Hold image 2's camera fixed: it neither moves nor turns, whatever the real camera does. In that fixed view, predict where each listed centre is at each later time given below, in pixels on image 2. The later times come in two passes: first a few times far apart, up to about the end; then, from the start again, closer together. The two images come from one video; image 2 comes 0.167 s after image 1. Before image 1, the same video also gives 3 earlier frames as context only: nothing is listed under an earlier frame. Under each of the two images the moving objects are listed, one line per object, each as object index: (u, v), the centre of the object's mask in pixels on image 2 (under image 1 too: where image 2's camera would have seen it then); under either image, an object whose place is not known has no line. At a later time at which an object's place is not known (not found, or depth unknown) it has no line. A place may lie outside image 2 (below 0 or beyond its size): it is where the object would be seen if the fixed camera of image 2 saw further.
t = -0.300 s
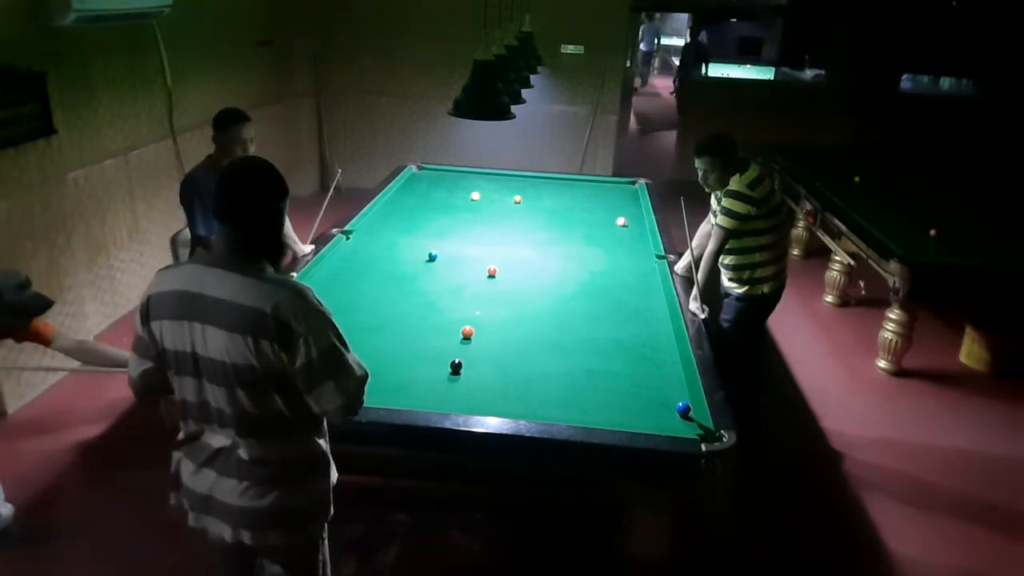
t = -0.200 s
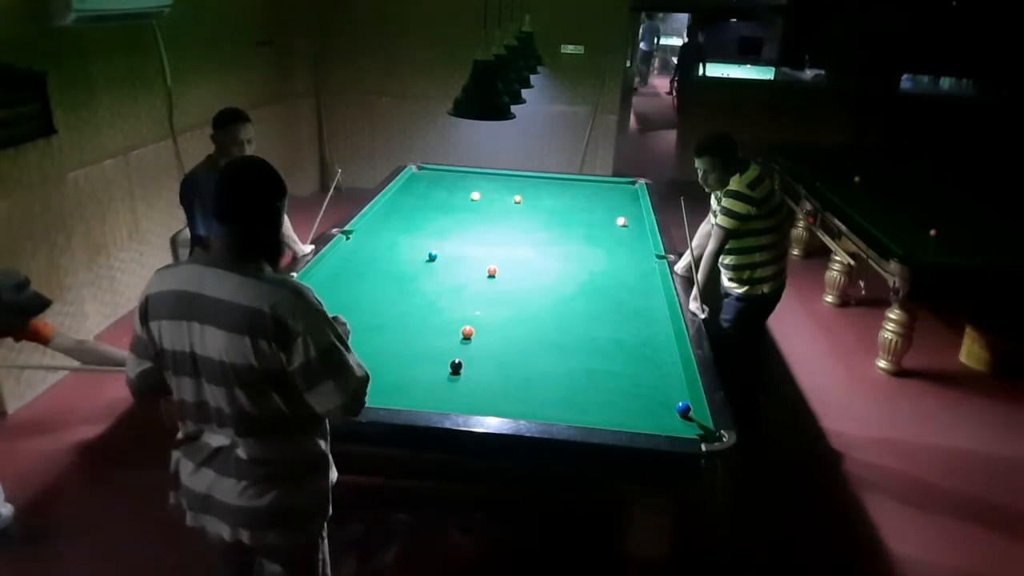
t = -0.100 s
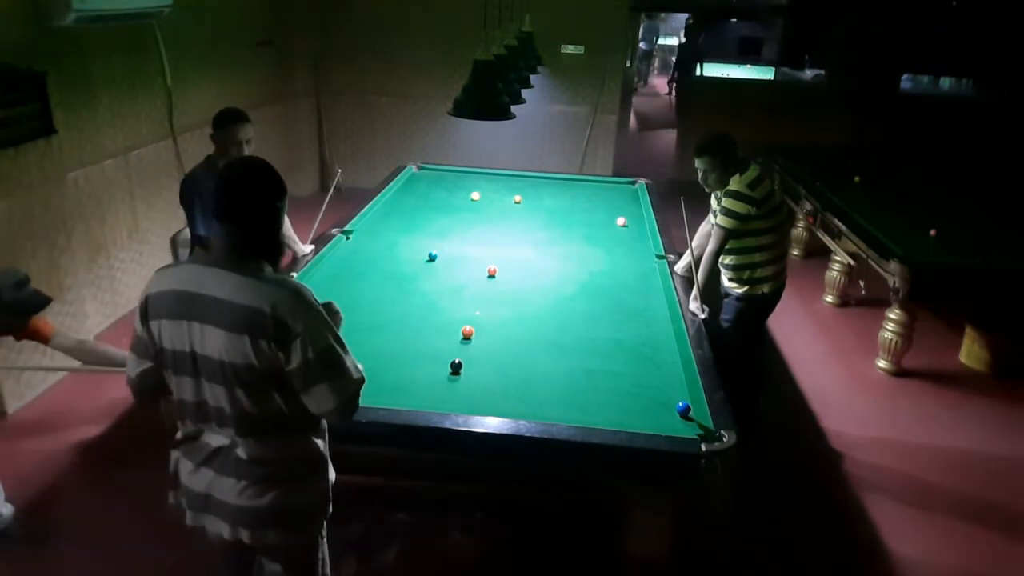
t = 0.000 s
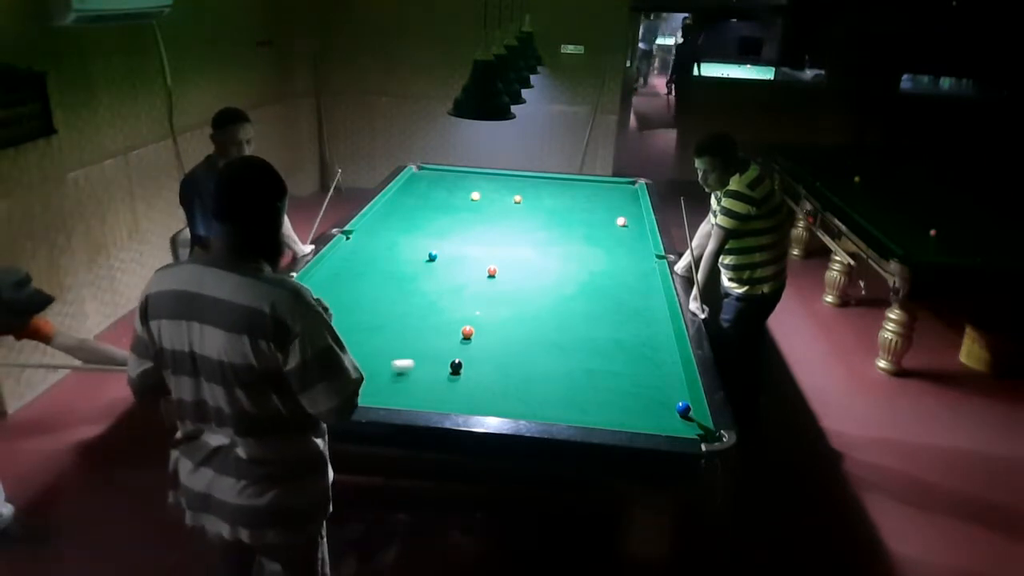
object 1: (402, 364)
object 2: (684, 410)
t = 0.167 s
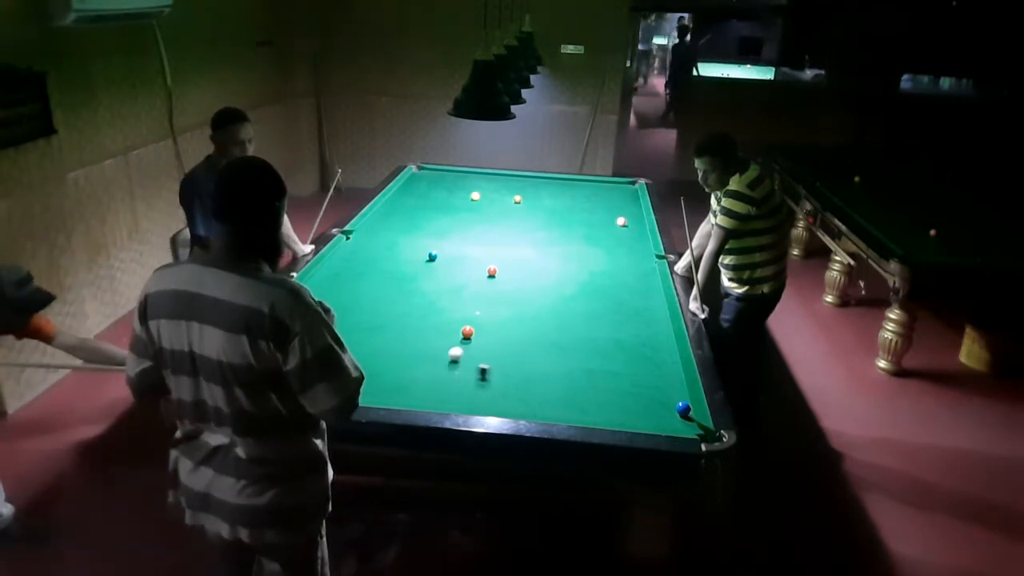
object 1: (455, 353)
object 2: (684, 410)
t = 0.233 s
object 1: (466, 347)
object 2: (684, 410)
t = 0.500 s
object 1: (513, 327)
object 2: (684, 410)
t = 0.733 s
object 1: (548, 311)
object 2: (684, 409)
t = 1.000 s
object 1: (584, 296)
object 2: (677, 405)
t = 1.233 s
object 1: (611, 284)
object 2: (664, 399)
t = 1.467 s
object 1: (636, 274)
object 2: (653, 393)
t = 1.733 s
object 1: (643, 263)
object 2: (643, 388)
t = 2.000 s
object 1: (625, 254)
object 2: (635, 384)
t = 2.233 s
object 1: (612, 247)
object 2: (629, 381)
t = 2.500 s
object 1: (599, 239)
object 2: (625, 379)
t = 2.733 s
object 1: (587, 233)
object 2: (622, 378)
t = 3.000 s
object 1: (577, 227)
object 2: (621, 378)
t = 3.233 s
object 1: (568, 223)
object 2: (621, 378)
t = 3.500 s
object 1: (559, 217)
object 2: (621, 378)
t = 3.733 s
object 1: (553, 214)
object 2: (621, 378)
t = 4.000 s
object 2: (621, 378)
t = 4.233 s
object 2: (621, 378)
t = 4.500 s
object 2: (621, 378)
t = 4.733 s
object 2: (621, 378)
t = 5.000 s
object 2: (621, 378)
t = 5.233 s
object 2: (621, 378)
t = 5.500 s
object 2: (621, 378)
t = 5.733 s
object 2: (621, 378)
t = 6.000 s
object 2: (621, 378)
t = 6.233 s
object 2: (621, 378)
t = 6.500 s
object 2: (621, 378)
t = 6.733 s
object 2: (621, 378)
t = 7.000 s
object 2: (621, 378)
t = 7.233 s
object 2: (621, 378)
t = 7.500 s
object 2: (621, 378)
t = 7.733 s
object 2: (621, 378)
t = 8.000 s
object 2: (621, 378)
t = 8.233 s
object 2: (621, 378)
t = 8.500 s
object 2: (621, 378)
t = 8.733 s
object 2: (621, 378)
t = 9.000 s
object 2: (621, 378)
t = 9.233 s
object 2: (621, 378)
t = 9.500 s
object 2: (621, 378)
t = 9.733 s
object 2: (621, 378)
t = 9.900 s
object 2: (621, 378)
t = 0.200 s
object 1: (460, 350)
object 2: (684, 410)
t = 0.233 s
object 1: (466, 347)
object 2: (684, 410)
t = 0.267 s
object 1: (473, 345)
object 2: (684, 410)
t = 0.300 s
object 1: (479, 342)
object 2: (684, 409)
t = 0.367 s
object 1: (491, 337)
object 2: (684, 410)
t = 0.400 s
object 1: (496, 334)
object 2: (684, 409)
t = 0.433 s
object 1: (502, 331)
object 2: (684, 410)
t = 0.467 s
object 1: (507, 329)
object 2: (684, 409)
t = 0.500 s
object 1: (513, 327)
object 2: (684, 410)
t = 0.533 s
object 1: (518, 324)
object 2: (684, 409)
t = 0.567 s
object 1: (523, 322)
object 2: (684, 409)
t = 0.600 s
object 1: (529, 320)
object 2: (684, 410)
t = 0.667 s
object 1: (539, 316)
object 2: (684, 409)
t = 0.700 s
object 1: (544, 313)
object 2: (684, 410)
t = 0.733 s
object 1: (548, 311)
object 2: (684, 409)
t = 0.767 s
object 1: (553, 309)
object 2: (684, 410)
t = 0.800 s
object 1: (558, 307)
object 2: (684, 410)
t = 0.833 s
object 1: (562, 305)
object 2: (684, 409)
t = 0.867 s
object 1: (567, 303)
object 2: (684, 409)
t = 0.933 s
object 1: (575, 300)
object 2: (682, 408)
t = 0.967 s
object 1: (580, 298)
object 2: (680, 407)
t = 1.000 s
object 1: (584, 296)
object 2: (677, 405)
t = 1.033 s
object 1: (588, 294)
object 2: (675, 404)
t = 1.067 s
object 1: (592, 292)
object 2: (673, 404)
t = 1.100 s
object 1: (596, 291)
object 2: (671, 403)
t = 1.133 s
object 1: (600, 289)
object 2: (670, 401)
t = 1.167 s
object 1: (604, 287)
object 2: (668, 401)
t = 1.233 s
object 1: (611, 284)
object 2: (664, 399)
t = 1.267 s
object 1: (615, 283)
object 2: (662, 398)
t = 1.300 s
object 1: (619, 281)
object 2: (661, 397)
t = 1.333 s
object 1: (622, 279)
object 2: (659, 396)
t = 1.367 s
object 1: (626, 278)
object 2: (658, 396)
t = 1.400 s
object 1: (630, 277)
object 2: (656, 395)
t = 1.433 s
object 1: (633, 275)
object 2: (654, 394)
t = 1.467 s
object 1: (636, 274)
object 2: (653, 393)
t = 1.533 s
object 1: (643, 271)
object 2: (650, 392)
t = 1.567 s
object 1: (646, 270)
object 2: (649, 391)
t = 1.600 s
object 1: (649, 268)
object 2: (648, 390)
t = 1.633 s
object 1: (651, 267)
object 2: (647, 390)
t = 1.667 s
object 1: (648, 266)
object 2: (645, 389)
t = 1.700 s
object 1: (646, 265)
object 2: (644, 388)
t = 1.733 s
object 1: (643, 263)
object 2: (643, 388)
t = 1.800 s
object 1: (639, 261)
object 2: (641, 387)
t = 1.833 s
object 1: (636, 260)
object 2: (640, 386)
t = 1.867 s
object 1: (634, 258)
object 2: (639, 386)
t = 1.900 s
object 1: (632, 257)
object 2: (638, 385)
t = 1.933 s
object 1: (630, 256)
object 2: (637, 385)
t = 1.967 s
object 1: (628, 255)
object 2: (636, 384)
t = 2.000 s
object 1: (625, 254)
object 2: (635, 384)
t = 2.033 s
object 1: (624, 253)
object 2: (634, 383)
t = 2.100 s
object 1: (620, 251)
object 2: (632, 382)
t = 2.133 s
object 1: (618, 250)
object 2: (631, 382)
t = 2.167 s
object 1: (615, 249)
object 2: (631, 382)
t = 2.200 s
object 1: (614, 248)
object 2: (630, 381)
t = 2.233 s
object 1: (612, 247)
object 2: (629, 381)
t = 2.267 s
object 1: (610, 246)
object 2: (629, 381)
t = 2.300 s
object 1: (608, 245)
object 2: (628, 380)
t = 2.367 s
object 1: (605, 243)
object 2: (627, 380)
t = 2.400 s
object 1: (603, 242)
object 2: (626, 380)
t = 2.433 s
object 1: (602, 241)
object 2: (626, 380)
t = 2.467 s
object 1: (600, 240)
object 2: (625, 379)
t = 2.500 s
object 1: (599, 239)
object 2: (625, 379)
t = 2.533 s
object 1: (597, 238)
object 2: (624, 379)
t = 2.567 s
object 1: (595, 237)
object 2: (624, 379)
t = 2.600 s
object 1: (594, 237)
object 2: (623, 379)
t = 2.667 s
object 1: (590, 235)
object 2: (622, 378)
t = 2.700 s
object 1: (589, 234)
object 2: (622, 378)
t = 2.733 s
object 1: (587, 233)
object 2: (622, 378)
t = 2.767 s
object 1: (586, 233)
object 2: (622, 378)
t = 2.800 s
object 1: (585, 232)
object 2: (622, 378)
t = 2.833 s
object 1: (583, 231)
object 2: (621, 378)
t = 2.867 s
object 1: (582, 230)
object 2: (621, 378)
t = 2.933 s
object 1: (579, 229)
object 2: (621, 378)
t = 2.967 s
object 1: (578, 228)
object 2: (621, 378)
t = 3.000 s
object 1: (577, 227)
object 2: (621, 378)
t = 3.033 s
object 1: (575, 227)
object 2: (621, 378)
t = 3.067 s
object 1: (574, 226)
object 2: (621, 378)
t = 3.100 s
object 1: (573, 225)
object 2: (621, 378)
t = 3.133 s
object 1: (572, 224)
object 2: (621, 378)
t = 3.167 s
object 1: (570, 224)
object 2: (621, 378)
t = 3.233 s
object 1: (568, 223)
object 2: (621, 378)
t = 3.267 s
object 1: (567, 222)
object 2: (621, 378)
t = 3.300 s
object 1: (566, 221)
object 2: (621, 378)
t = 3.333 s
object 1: (565, 220)
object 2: (621, 378)
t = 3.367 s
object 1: (563, 220)
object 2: (621, 378)
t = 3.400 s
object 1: (563, 219)
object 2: (621, 378)
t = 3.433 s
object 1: (562, 219)
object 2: (621, 378)
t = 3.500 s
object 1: (559, 217)
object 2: (621, 378)
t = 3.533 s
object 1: (558, 217)
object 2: (621, 378)
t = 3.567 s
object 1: (557, 216)
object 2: (621, 378)
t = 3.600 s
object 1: (557, 216)
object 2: (621, 378)
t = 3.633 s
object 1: (556, 215)
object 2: (621, 378)
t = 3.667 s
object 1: (555, 215)
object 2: (621, 378)
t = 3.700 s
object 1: (554, 214)
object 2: (621, 378)
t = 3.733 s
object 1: (553, 214)
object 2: (621, 378)
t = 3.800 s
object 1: (551, 212)
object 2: (621, 378)
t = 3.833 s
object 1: (550, 212)
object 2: (621, 378)
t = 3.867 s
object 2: (621, 378)
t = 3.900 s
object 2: (621, 378)
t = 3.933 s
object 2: (621, 378)
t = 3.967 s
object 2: (621, 378)
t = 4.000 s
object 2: (621, 378)
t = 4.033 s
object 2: (621, 378)
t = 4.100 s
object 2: (621, 378)
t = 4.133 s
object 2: (621, 378)
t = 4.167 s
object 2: (621, 378)
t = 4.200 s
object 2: (621, 378)
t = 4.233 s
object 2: (621, 378)
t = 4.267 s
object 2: (621, 378)
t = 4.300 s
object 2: (621, 378)
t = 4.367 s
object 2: (621, 378)
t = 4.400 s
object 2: (621, 378)
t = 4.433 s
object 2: (621, 378)
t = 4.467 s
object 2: (621, 378)
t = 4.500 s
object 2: (621, 378)
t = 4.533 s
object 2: (621, 378)
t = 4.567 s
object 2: (621, 378)
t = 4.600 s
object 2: (621, 378)
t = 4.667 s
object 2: (621, 378)
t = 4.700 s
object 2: (621, 378)
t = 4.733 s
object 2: (621, 378)
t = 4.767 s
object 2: (621, 378)
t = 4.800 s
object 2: (621, 378)
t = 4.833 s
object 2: (621, 378)
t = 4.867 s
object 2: (621, 378)
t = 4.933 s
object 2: (621, 378)
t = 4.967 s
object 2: (621, 378)
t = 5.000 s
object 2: (621, 378)
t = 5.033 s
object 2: (621, 378)
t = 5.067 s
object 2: (621, 378)
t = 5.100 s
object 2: (621, 378)
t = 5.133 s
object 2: (621, 378)
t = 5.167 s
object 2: (621, 378)
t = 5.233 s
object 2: (621, 378)
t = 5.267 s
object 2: (621, 378)
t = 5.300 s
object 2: (621, 378)
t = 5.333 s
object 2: (621, 378)
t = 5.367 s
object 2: (621, 378)
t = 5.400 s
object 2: (621, 378)
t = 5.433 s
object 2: (621, 378)
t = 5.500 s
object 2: (621, 378)
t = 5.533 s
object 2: (621, 378)
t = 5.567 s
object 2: (621, 378)
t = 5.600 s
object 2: (621, 378)
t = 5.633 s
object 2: (621, 378)
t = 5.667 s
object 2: (621, 378)
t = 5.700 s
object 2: (621, 378)
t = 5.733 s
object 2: (621, 378)
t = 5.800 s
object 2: (621, 378)
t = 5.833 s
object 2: (621, 378)
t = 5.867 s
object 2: (621, 378)
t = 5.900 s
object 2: (621, 378)
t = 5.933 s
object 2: (621, 378)
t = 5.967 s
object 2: (621, 378)
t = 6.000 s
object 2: (621, 378)
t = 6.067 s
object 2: (621, 378)
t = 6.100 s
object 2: (621, 378)
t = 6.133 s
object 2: (621, 378)
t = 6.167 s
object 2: (621, 378)
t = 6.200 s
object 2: (621, 378)
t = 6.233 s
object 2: (621, 378)
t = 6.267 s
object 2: (621, 378)
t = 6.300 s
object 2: (621, 378)
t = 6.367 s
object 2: (621, 378)
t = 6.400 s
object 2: (621, 378)
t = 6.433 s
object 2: (621, 378)
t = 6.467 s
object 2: (621, 378)
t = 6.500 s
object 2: (621, 378)
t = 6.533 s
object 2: (621, 378)
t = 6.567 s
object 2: (621, 378)
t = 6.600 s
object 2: (621, 378)
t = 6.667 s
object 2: (621, 378)
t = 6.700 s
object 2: (621, 378)
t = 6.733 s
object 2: (621, 378)
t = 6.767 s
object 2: (621, 378)
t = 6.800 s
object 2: (621, 378)
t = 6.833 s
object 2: (621, 378)
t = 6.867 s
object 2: (621, 378)
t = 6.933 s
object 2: (621, 378)
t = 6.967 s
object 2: (621, 378)
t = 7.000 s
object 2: (621, 378)
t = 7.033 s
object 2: (621, 378)
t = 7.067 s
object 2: (621, 378)
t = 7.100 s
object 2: (621, 378)
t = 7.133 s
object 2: (621, 378)
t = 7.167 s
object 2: (621, 378)
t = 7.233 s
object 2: (621, 378)
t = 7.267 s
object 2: (621, 378)
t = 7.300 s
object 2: (621, 378)
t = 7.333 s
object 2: (621, 378)
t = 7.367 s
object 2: (621, 378)
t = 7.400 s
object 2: (621, 378)
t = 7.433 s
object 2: (621, 378)
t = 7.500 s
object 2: (621, 378)
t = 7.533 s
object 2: (621, 378)
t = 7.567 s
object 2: (621, 378)
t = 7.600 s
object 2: (621, 378)
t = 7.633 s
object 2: (621, 378)
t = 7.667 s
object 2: (621, 378)
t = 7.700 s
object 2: (621, 378)
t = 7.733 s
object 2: (621, 378)
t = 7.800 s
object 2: (621, 378)
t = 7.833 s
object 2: (621, 378)
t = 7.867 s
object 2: (621, 378)
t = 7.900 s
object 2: (621, 378)
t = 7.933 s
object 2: (621, 378)
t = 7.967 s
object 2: (621, 378)
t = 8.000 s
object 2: (621, 378)
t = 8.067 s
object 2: (621, 378)
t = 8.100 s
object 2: (621, 378)
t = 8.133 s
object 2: (621, 378)
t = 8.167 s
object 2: (621, 378)
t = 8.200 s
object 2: (621, 378)
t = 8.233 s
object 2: (621, 378)
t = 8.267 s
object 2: (621, 378)
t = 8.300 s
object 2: (621, 378)
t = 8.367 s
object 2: (621, 378)
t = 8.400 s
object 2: (621, 378)
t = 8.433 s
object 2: (621, 378)
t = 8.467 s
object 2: (621, 378)
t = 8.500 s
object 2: (621, 378)
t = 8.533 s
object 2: (621, 378)
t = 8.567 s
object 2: (621, 378)
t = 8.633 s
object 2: (621, 378)
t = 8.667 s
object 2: (621, 378)
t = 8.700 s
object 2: (621, 378)
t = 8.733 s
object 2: (621, 378)
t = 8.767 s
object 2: (621, 378)
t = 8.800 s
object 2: (621, 378)
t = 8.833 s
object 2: (621, 378)
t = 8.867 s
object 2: (621, 378)
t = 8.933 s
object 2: (621, 378)
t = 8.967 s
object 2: (621, 378)
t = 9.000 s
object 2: (621, 378)
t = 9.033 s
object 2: (621, 378)
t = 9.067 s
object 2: (621, 378)
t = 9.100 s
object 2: (621, 378)
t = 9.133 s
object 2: (621, 378)
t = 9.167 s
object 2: (621, 378)
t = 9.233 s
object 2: (621, 378)
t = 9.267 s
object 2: (621, 378)
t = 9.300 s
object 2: (621, 378)
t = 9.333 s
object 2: (621, 378)
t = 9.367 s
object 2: (621, 378)
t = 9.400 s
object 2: (621, 378)
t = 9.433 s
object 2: (621, 378)
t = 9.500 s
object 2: (621, 378)
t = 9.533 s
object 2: (621, 378)
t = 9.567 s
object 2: (621, 378)
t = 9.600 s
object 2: (621, 378)
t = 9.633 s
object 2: (621, 378)
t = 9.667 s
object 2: (621, 378)
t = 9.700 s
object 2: (621, 378)
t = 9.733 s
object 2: (621, 378)
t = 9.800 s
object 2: (621, 378)
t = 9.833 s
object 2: (621, 378)
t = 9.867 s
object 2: (621, 378)
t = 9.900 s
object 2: (621, 378)
